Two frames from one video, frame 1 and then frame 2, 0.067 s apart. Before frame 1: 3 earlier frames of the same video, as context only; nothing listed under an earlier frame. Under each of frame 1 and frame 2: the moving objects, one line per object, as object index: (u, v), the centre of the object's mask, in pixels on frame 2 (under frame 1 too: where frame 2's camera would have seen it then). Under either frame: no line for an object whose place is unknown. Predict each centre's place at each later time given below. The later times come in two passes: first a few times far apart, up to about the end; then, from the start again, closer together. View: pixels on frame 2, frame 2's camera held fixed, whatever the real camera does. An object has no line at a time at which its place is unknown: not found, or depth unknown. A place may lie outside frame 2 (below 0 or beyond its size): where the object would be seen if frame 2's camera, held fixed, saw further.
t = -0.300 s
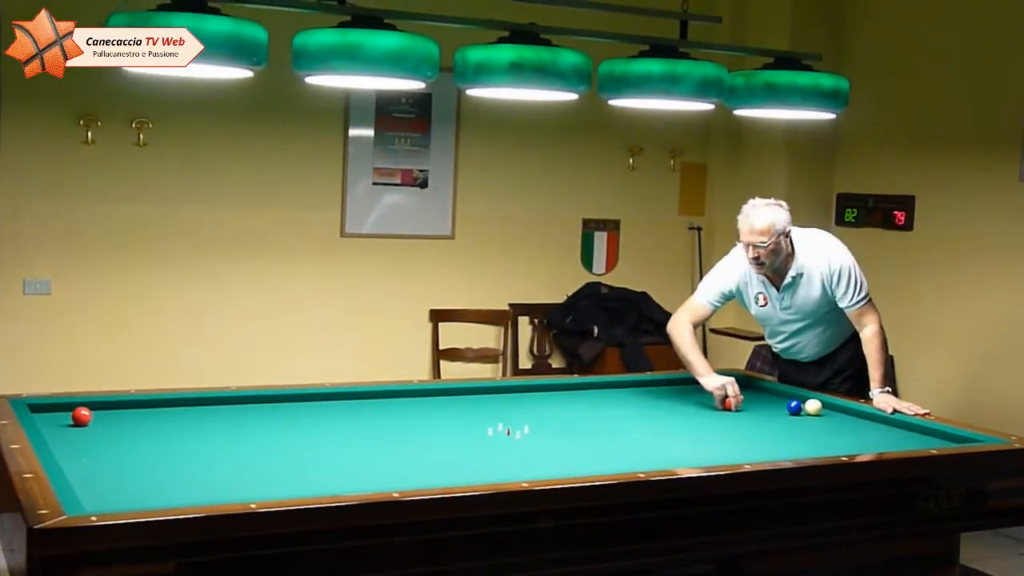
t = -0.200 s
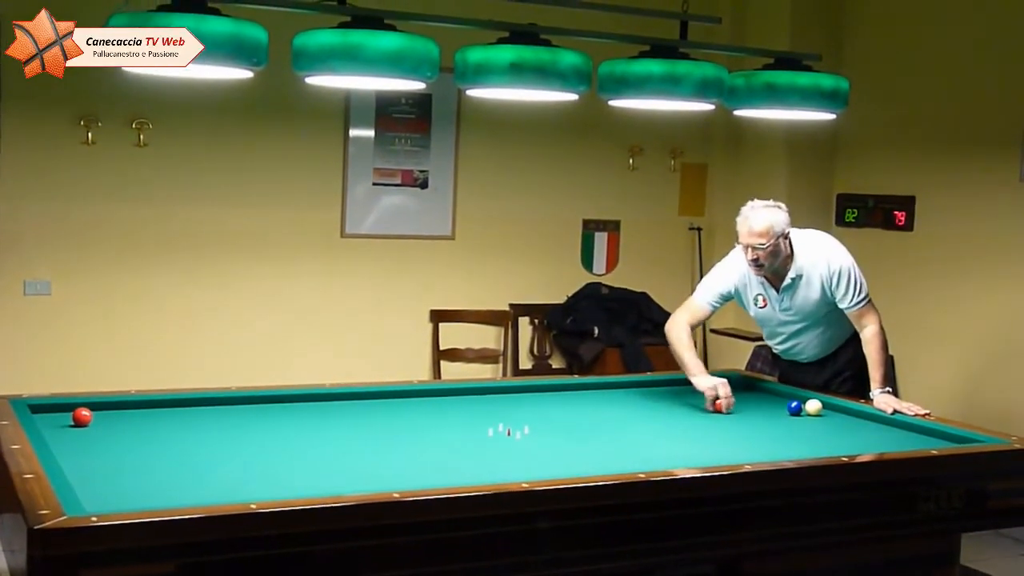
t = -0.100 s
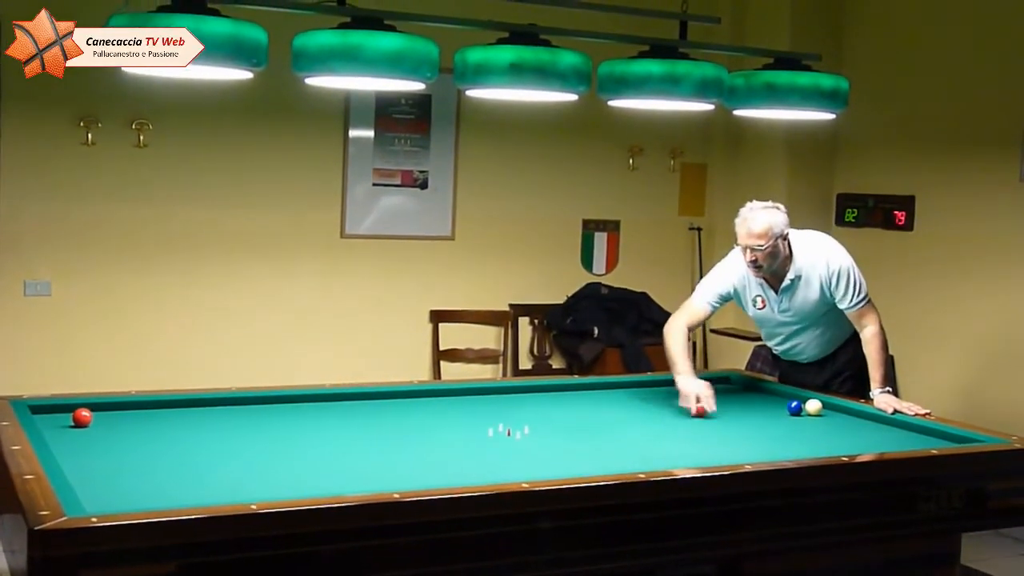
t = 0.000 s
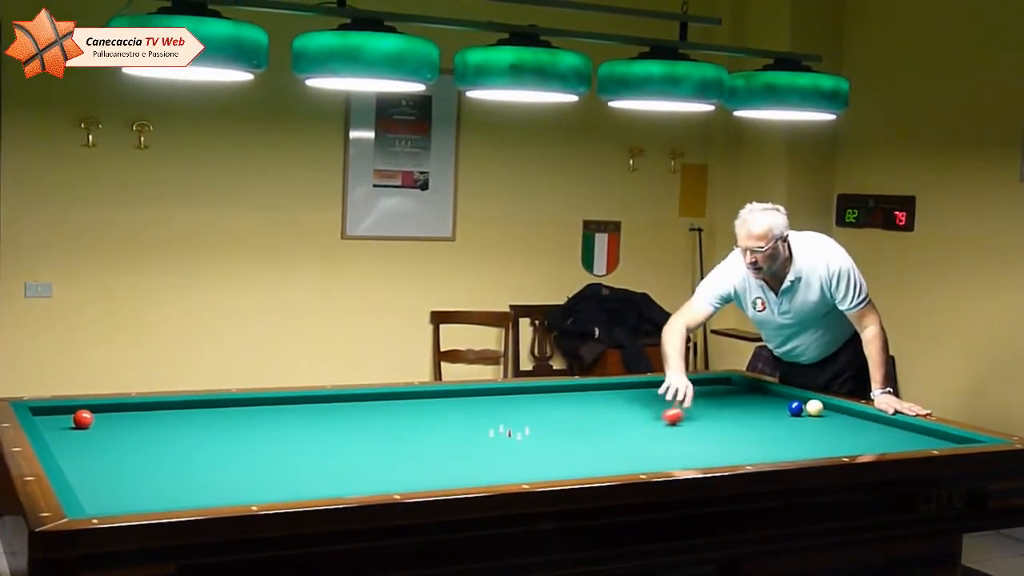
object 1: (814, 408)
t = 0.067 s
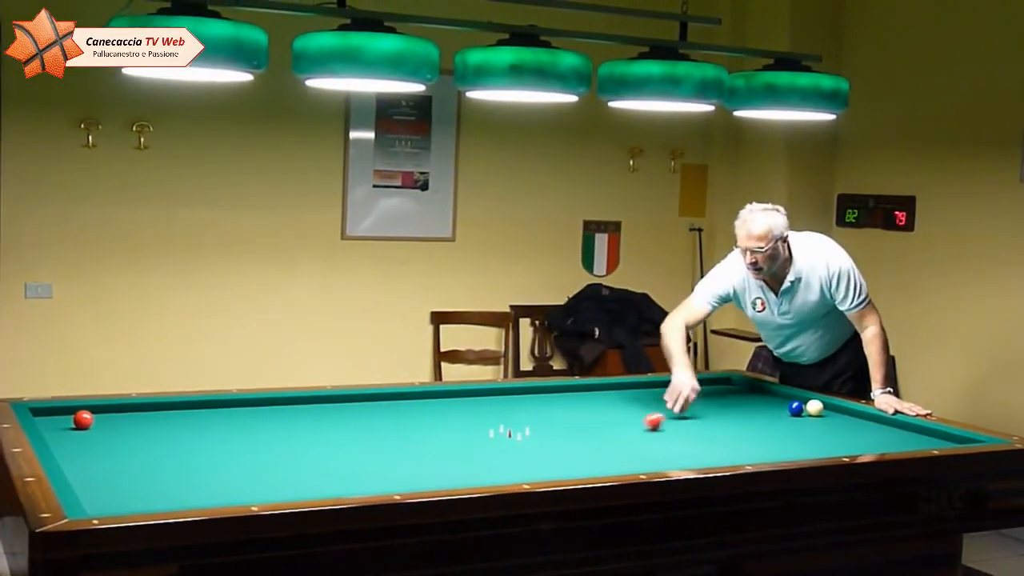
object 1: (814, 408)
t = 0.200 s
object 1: (814, 408)
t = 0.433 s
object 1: (814, 408)
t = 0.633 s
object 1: (814, 408)
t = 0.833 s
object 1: (814, 408)
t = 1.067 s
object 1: (814, 408)
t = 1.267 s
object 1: (814, 408)
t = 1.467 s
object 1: (814, 408)
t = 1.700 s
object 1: (814, 408)
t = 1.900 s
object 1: (814, 408)
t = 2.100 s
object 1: (814, 408)
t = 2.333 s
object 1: (814, 407)
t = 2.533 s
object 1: (814, 408)
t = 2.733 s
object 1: (814, 408)
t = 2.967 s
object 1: (814, 407)
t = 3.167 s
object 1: (814, 408)
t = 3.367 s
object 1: (814, 408)
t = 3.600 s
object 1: (814, 408)
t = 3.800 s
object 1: (814, 408)
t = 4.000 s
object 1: (814, 408)
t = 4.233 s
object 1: (814, 408)
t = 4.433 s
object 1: (814, 408)
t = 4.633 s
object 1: (814, 408)
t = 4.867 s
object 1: (814, 408)
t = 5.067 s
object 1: (814, 408)
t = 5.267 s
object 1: (814, 408)
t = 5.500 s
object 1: (814, 408)
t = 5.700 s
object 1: (814, 408)
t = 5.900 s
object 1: (814, 408)
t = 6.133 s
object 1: (814, 408)
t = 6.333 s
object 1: (814, 408)
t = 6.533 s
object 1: (814, 408)
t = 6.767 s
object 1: (814, 408)
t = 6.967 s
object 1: (814, 408)
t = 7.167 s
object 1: (814, 408)
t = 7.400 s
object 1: (814, 408)
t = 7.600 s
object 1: (814, 408)
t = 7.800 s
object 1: (814, 408)
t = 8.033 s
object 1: (814, 408)
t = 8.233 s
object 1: (814, 408)
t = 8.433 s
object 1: (814, 408)
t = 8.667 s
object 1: (817, 409)
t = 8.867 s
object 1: (821, 410)
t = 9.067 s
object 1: (824, 411)
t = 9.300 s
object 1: (828, 412)
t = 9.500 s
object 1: (831, 412)
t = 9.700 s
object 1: (833, 413)
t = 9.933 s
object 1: (836, 414)
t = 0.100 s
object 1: (814, 408)
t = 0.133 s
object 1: (814, 408)
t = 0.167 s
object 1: (814, 408)
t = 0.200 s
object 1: (814, 408)
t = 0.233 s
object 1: (814, 408)
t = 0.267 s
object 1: (814, 408)
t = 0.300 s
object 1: (814, 408)
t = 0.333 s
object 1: (815, 408)
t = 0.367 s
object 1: (814, 408)
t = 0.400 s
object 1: (814, 408)
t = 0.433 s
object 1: (814, 408)
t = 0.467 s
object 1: (814, 408)
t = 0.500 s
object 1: (814, 408)
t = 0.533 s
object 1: (814, 408)
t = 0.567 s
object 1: (814, 408)
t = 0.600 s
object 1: (814, 408)
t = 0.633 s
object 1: (814, 408)
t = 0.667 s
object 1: (814, 408)
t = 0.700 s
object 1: (814, 408)
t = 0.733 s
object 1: (814, 408)
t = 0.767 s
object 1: (814, 408)
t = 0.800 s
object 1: (814, 408)
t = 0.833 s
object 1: (814, 408)
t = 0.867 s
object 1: (814, 408)
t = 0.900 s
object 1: (814, 408)
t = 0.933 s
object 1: (814, 408)
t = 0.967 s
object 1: (814, 408)
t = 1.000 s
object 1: (814, 408)
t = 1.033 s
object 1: (814, 408)
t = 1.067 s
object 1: (814, 408)
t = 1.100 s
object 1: (814, 408)
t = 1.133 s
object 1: (814, 408)
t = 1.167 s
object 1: (814, 408)
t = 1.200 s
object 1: (814, 408)
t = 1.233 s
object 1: (814, 408)
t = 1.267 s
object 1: (814, 408)
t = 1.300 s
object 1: (814, 408)
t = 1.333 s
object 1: (814, 408)
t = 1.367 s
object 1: (814, 408)
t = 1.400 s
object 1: (814, 408)
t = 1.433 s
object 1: (814, 408)
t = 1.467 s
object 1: (814, 408)
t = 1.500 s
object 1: (814, 408)
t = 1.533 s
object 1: (814, 408)
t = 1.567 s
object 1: (814, 408)
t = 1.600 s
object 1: (814, 408)
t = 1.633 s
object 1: (814, 408)
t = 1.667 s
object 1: (814, 408)
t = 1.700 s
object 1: (814, 408)
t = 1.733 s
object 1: (814, 408)
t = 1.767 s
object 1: (814, 408)
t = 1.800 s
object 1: (814, 408)
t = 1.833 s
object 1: (814, 408)
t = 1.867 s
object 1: (814, 408)
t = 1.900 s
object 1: (814, 408)
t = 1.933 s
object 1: (814, 408)
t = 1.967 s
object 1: (814, 408)
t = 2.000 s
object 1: (814, 408)
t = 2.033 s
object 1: (814, 407)
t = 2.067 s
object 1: (814, 407)
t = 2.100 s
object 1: (814, 408)
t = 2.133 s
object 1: (814, 407)
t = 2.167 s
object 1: (814, 408)
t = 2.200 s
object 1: (814, 407)
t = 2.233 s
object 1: (814, 408)
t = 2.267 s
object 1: (814, 407)
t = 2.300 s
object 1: (814, 408)
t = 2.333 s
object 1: (814, 407)
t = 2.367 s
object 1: (814, 408)
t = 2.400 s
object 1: (814, 408)
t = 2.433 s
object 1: (814, 408)
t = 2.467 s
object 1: (814, 408)
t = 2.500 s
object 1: (814, 408)
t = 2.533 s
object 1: (814, 408)
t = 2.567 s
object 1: (814, 408)
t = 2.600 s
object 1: (814, 407)
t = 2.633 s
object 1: (814, 408)
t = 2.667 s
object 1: (814, 408)
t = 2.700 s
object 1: (814, 407)
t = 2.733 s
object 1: (814, 408)
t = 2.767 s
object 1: (814, 408)
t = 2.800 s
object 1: (814, 407)
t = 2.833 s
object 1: (814, 408)
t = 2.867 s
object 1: (814, 407)
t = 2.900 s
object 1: (814, 408)
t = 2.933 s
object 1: (814, 407)
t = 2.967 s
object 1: (814, 407)
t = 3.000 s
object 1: (814, 407)
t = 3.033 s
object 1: (814, 407)
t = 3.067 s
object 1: (814, 408)
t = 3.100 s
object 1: (814, 408)
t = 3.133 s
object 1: (814, 408)
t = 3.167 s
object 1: (814, 408)
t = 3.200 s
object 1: (814, 408)
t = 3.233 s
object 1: (814, 408)
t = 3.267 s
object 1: (814, 408)
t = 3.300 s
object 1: (814, 408)
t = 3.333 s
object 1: (814, 408)
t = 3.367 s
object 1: (814, 408)
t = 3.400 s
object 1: (814, 408)
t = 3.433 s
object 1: (814, 408)
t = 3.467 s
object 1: (814, 408)
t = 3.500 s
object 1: (814, 408)
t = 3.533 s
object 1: (814, 408)
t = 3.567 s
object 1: (814, 408)
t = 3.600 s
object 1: (814, 408)
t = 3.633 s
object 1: (814, 408)
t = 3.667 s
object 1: (814, 408)
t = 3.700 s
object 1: (814, 408)
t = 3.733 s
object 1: (814, 408)
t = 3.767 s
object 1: (814, 408)
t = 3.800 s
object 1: (814, 408)
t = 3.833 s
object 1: (814, 408)
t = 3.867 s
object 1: (814, 408)
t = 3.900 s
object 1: (814, 408)
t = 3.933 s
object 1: (814, 408)
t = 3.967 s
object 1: (814, 408)
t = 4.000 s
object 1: (814, 408)
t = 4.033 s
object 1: (814, 408)
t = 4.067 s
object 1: (814, 408)
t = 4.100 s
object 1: (814, 408)
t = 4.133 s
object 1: (814, 408)
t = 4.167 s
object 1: (814, 408)
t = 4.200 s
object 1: (814, 408)
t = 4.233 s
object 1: (814, 408)
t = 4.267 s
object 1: (814, 408)
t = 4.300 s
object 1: (814, 408)
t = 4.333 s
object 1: (814, 408)
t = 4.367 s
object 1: (814, 408)
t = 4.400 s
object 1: (814, 408)
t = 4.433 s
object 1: (814, 408)
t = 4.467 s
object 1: (814, 408)
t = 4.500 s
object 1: (814, 408)
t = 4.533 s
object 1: (814, 408)
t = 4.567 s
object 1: (814, 408)
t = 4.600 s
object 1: (814, 408)
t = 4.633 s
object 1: (814, 408)
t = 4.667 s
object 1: (814, 408)
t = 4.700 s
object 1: (814, 408)
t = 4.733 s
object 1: (814, 408)
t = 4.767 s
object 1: (814, 408)
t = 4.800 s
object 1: (814, 408)
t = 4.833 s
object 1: (814, 408)
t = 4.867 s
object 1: (814, 408)
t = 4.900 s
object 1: (814, 408)
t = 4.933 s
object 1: (814, 408)
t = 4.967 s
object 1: (814, 408)
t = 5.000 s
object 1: (814, 408)
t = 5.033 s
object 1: (814, 408)
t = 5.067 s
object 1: (814, 408)
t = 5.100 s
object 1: (814, 408)
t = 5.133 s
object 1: (814, 408)
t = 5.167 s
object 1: (814, 408)
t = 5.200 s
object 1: (814, 408)
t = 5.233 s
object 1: (814, 408)
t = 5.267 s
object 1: (814, 408)
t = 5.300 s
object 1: (814, 408)
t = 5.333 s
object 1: (814, 408)
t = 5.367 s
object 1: (814, 408)
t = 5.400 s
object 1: (814, 408)
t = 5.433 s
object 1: (814, 408)
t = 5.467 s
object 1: (814, 408)
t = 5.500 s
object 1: (814, 408)
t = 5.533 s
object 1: (814, 408)
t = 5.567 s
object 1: (814, 408)
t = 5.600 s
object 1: (814, 408)
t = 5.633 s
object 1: (814, 408)
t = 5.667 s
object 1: (814, 408)
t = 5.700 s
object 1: (814, 408)
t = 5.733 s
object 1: (814, 408)
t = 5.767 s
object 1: (813, 408)
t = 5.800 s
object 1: (814, 408)
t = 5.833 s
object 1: (814, 408)
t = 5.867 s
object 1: (814, 408)
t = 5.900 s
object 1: (814, 408)
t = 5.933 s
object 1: (814, 408)
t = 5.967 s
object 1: (814, 408)
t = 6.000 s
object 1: (814, 408)
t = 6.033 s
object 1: (814, 408)
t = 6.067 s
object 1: (814, 408)
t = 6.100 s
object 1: (814, 408)
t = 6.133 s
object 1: (814, 408)
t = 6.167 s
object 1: (814, 408)
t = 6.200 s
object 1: (814, 408)
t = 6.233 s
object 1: (814, 408)
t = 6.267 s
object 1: (814, 408)
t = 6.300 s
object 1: (814, 408)
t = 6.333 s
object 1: (814, 408)
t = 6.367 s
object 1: (814, 408)
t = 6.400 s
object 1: (814, 408)
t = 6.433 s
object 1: (814, 408)
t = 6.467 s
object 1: (814, 408)
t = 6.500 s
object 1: (814, 408)
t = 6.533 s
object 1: (814, 408)
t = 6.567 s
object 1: (814, 408)
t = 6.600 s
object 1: (814, 408)
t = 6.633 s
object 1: (814, 408)
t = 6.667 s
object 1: (814, 408)
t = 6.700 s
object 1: (814, 408)
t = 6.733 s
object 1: (814, 408)
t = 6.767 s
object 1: (814, 408)
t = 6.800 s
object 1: (814, 408)
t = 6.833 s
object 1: (814, 408)
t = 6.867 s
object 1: (814, 408)
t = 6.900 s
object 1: (814, 408)
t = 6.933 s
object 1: (814, 408)
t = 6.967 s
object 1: (814, 408)
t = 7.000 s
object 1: (814, 408)
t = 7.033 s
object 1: (814, 408)
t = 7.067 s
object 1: (814, 408)
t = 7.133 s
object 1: (814, 408)
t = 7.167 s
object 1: (814, 408)
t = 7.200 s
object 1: (814, 408)
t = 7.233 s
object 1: (814, 408)
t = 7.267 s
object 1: (814, 408)
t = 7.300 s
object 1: (814, 408)
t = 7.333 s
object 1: (814, 408)
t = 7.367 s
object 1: (814, 408)
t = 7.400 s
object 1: (814, 408)
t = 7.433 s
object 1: (814, 408)
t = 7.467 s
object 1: (814, 408)
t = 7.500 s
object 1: (814, 408)
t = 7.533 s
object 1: (814, 408)
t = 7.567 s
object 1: (814, 408)
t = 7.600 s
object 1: (814, 408)
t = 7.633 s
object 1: (814, 408)
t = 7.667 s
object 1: (814, 408)
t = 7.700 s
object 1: (814, 408)
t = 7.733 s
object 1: (814, 408)
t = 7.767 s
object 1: (814, 408)
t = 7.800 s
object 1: (814, 408)
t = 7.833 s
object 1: (814, 408)
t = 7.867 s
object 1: (814, 408)
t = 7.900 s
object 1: (814, 408)
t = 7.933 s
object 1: (814, 408)
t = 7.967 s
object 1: (814, 408)
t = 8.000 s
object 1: (814, 408)
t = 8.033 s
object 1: (814, 408)
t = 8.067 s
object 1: (814, 408)
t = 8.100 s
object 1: (814, 408)
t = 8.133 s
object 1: (814, 408)
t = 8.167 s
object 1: (814, 408)
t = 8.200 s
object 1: (814, 408)
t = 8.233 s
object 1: (814, 408)
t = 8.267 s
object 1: (814, 408)
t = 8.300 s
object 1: (814, 408)
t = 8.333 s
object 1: (814, 408)
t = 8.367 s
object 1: (814, 408)
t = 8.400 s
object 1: (814, 408)
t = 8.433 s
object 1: (814, 408)
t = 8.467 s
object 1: (814, 408)
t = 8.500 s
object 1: (815, 408)
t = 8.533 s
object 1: (815, 408)
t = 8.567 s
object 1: (816, 408)
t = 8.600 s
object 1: (816, 409)
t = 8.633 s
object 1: (817, 409)
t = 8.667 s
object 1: (817, 409)
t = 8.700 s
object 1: (818, 409)
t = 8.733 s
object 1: (819, 409)
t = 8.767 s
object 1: (819, 409)
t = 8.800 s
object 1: (820, 409)
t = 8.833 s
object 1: (820, 409)
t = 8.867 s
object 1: (821, 410)
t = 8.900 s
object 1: (821, 410)
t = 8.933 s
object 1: (822, 410)
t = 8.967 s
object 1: (823, 410)
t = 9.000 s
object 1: (823, 410)
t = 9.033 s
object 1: (824, 410)
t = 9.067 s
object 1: (824, 411)
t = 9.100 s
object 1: (825, 411)
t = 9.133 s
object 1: (825, 411)
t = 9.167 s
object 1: (826, 411)
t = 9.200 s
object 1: (826, 411)
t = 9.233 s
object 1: (827, 411)
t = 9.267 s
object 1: (827, 411)
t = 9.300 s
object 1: (828, 412)
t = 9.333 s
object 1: (828, 412)
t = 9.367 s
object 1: (829, 412)
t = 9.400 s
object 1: (829, 412)
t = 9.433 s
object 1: (830, 412)
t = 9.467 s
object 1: (830, 412)
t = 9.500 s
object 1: (831, 412)
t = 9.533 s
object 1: (831, 412)
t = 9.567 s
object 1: (832, 412)
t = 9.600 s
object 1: (832, 412)
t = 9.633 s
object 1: (832, 412)
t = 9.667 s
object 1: (833, 413)
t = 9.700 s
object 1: (833, 413)
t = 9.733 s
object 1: (834, 413)
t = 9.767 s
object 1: (834, 413)
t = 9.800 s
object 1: (834, 413)
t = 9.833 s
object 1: (835, 413)
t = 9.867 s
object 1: (835, 413)
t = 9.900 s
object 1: (836, 414)
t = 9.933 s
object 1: (836, 414)
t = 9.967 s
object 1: (836, 414)
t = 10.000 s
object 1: (837, 414)
